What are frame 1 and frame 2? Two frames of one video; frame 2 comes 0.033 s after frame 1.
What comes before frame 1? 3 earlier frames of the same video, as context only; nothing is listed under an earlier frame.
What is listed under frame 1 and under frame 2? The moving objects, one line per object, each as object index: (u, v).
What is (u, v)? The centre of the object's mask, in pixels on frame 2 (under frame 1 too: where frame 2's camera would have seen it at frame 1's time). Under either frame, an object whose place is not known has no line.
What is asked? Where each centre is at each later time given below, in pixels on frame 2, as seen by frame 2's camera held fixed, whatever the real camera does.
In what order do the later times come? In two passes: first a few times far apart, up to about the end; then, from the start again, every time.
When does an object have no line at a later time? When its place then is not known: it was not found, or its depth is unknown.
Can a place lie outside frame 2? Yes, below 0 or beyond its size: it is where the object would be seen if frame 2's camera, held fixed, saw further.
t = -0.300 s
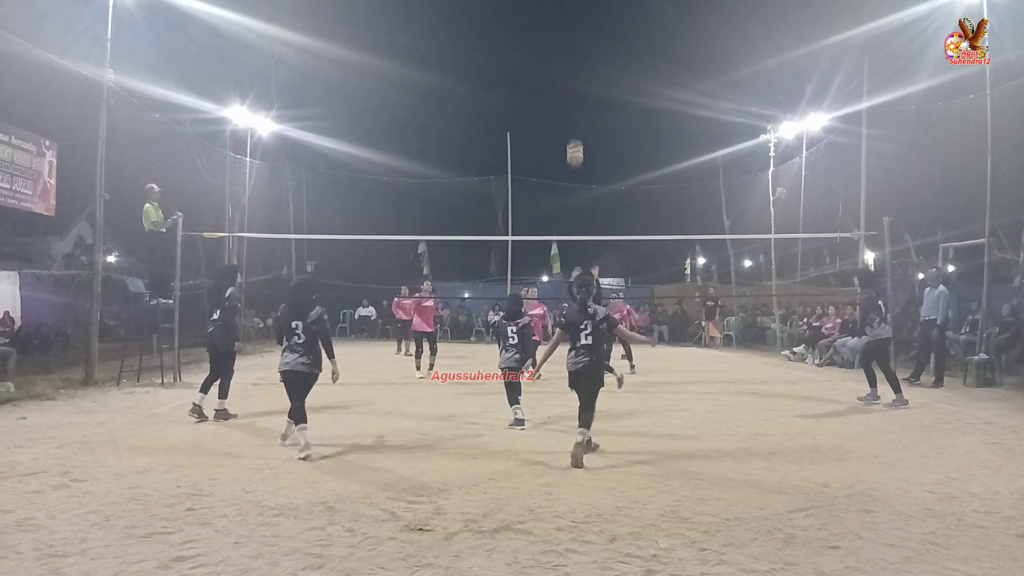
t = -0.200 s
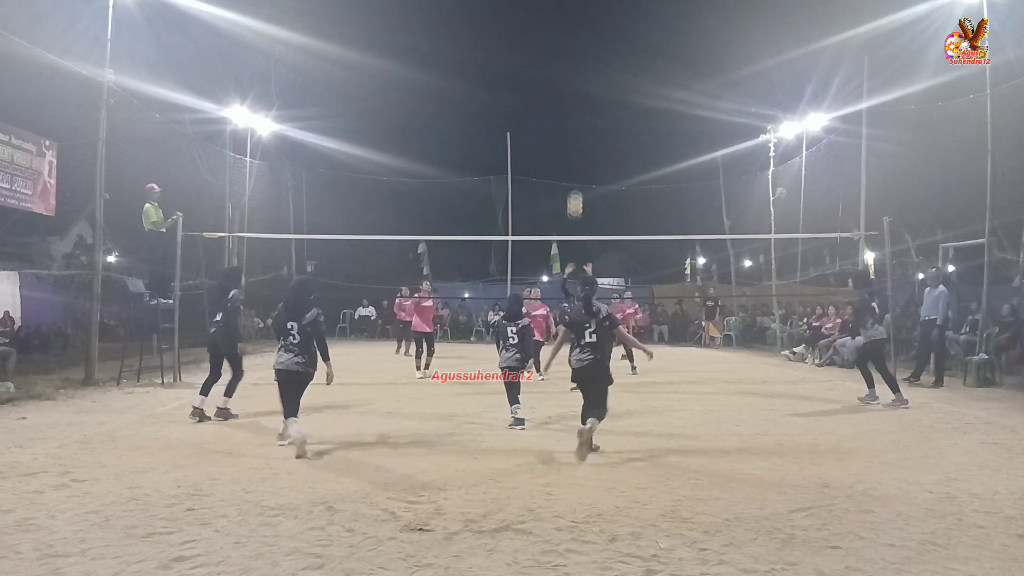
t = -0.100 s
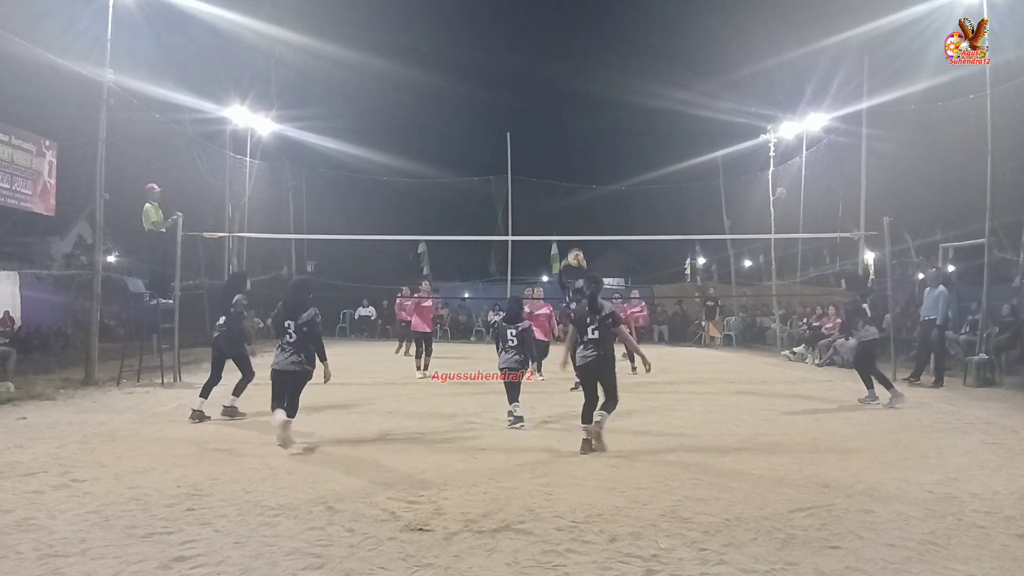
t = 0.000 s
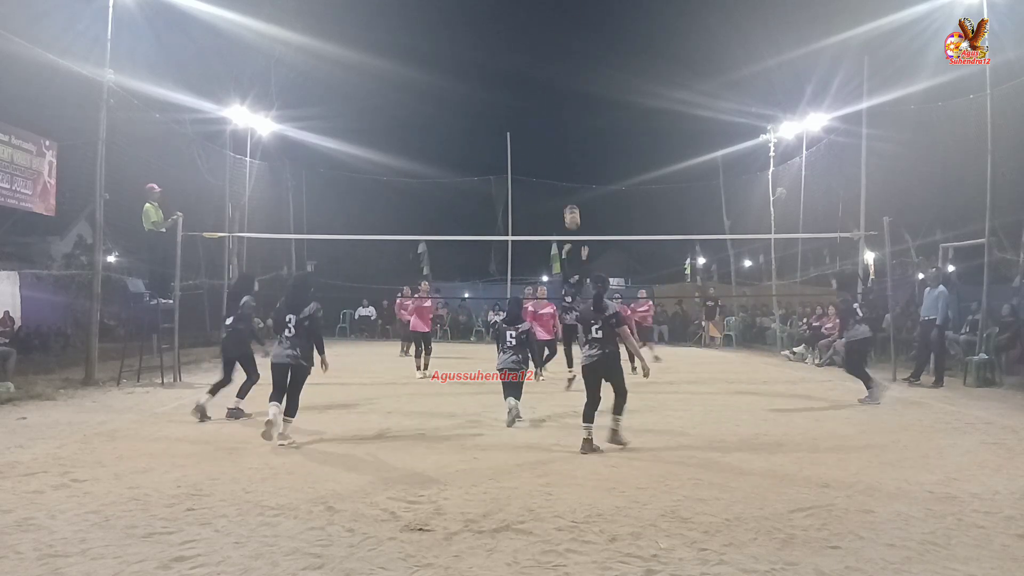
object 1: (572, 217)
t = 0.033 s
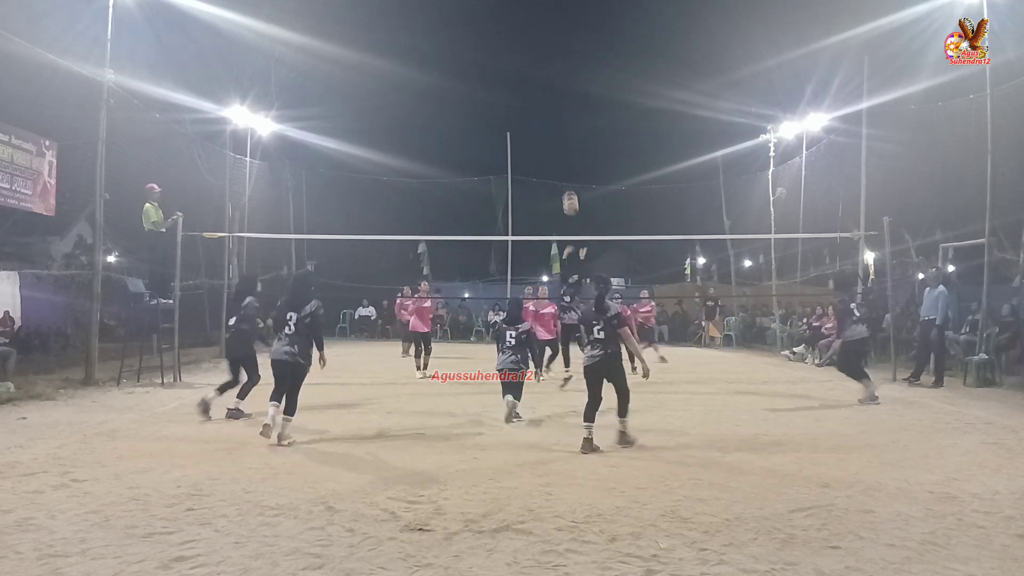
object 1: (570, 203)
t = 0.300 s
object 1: (556, 108)
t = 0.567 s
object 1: (543, 61)
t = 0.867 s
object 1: (528, 71)
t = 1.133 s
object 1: (514, 140)
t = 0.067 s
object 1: (569, 190)
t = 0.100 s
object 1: (567, 175)
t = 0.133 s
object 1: (565, 162)
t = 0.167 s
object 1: (563, 151)
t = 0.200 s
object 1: (562, 139)
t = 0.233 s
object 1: (560, 127)
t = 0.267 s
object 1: (558, 118)
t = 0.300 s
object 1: (556, 108)
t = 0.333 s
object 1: (554, 99)
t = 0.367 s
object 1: (553, 92)
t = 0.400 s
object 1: (551, 85)
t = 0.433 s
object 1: (549, 78)
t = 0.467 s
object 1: (548, 73)
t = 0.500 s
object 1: (546, 68)
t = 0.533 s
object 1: (544, 64)
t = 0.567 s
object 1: (543, 61)
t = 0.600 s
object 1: (541, 59)
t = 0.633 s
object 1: (539, 58)
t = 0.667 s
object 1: (538, 57)
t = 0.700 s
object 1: (536, 57)
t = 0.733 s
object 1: (534, 58)
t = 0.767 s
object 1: (533, 60)
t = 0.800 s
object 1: (531, 63)
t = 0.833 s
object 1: (529, 67)
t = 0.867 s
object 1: (528, 71)
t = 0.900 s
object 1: (526, 77)
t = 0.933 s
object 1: (524, 84)
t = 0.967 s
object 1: (522, 90)
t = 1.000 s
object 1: (520, 100)
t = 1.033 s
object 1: (519, 108)
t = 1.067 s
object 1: (517, 118)
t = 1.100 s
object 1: (516, 130)
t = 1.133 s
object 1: (514, 140)
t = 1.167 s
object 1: (512, 153)
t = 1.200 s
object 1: (511, 167)
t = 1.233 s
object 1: (509, 181)
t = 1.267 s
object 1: (507, 199)
